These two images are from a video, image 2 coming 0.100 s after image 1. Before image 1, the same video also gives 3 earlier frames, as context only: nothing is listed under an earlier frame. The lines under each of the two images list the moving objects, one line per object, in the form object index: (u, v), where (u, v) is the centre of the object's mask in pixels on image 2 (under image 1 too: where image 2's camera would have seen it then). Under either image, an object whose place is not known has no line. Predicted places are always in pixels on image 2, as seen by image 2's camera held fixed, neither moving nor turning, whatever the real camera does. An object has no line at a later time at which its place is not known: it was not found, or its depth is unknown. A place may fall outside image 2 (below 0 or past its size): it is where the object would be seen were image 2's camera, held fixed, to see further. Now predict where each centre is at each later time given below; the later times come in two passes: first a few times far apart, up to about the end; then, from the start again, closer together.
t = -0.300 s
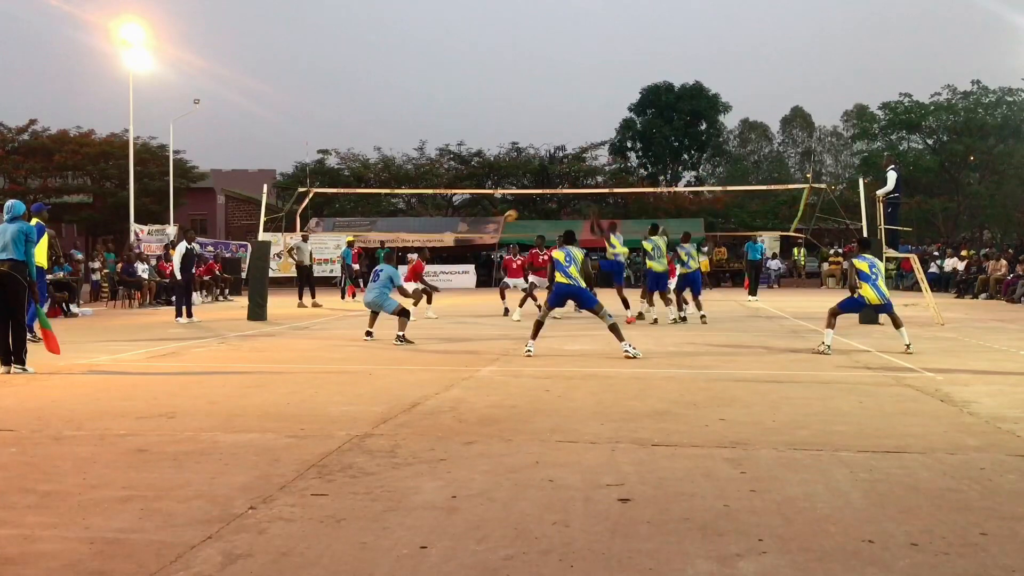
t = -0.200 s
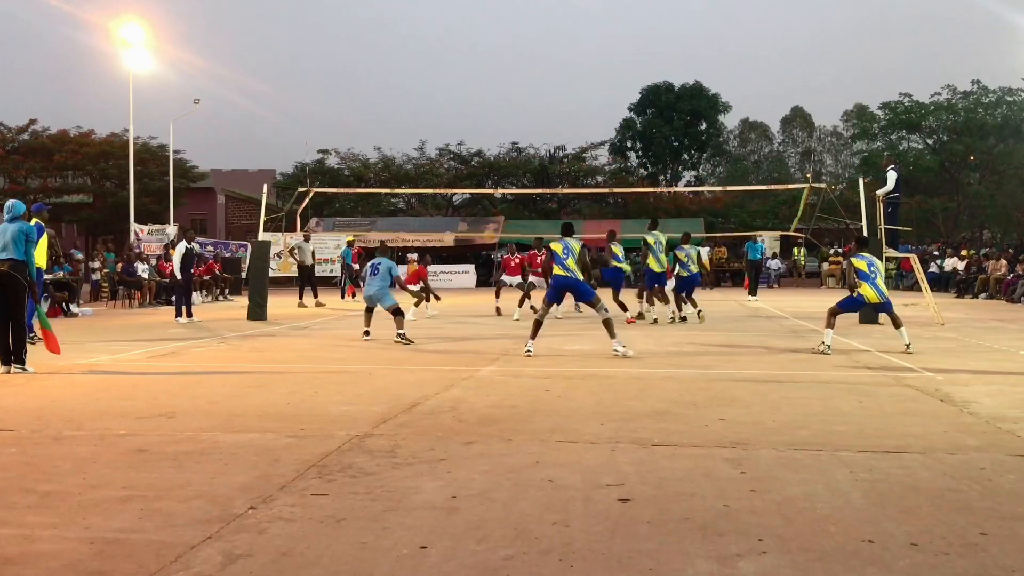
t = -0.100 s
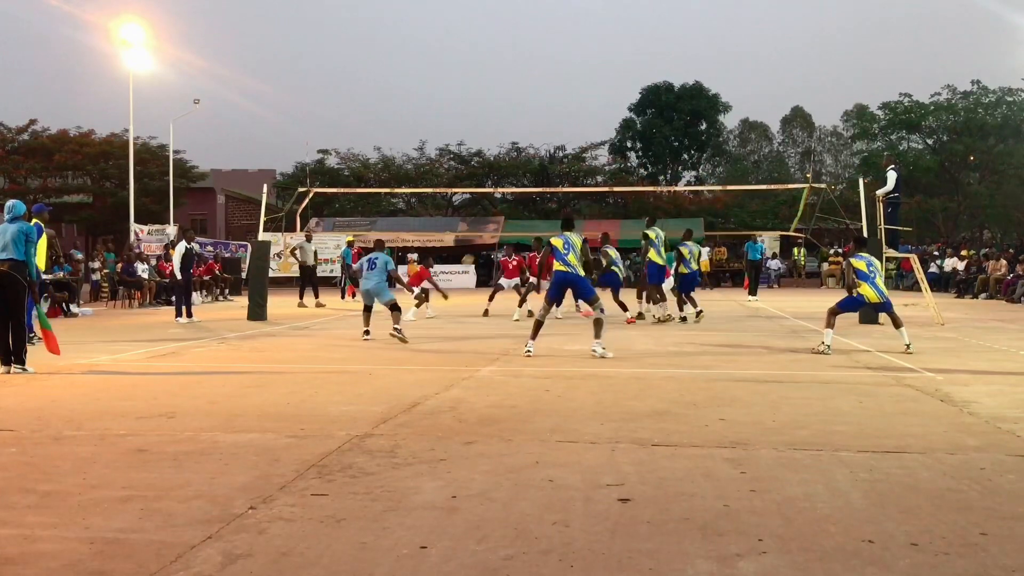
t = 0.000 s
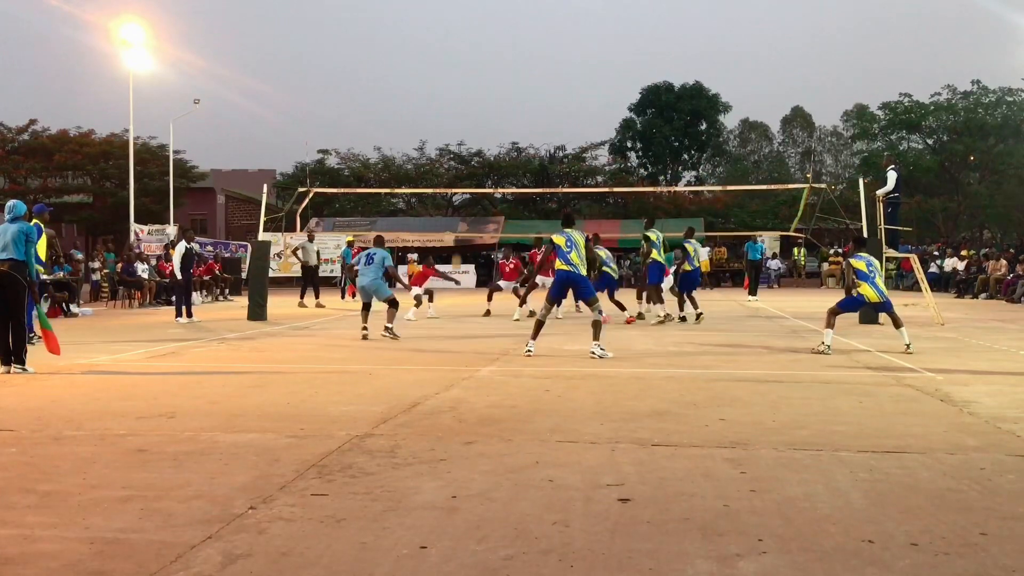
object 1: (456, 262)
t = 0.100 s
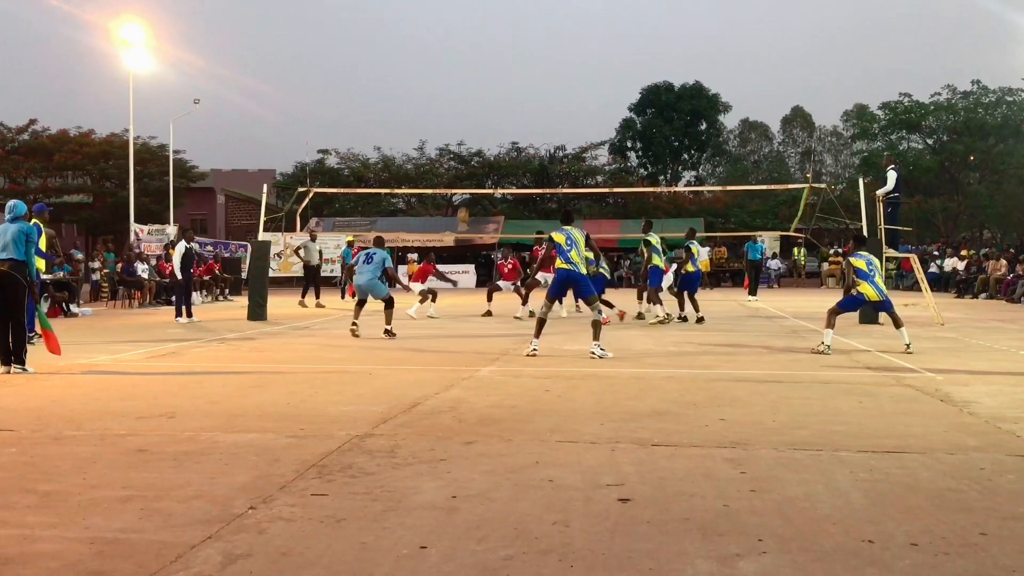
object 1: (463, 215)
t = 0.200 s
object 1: (468, 174)
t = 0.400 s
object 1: (479, 104)
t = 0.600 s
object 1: (490, 56)
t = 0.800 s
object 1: (499, 27)
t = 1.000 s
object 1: (507, 19)
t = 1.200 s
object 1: (516, 31)
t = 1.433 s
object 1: (526, 71)
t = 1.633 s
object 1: (534, 126)
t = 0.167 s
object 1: (466, 184)
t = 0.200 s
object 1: (468, 174)
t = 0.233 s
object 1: (470, 161)
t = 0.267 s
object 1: (473, 149)
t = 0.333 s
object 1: (476, 125)
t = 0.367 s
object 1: (477, 114)
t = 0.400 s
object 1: (479, 104)
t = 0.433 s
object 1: (481, 95)
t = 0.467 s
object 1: (483, 86)
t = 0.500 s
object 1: (484, 78)
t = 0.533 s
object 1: (486, 70)
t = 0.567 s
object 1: (488, 62)
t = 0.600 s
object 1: (490, 56)
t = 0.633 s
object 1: (491, 49)
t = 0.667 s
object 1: (492, 44)
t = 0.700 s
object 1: (494, 39)
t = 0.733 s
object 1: (496, 34)
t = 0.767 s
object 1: (497, 31)
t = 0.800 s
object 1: (499, 27)
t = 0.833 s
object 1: (500, 24)
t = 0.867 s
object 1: (502, 22)
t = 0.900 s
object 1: (503, 21)
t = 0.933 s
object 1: (504, 19)
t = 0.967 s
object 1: (506, 19)
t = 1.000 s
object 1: (507, 19)
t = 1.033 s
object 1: (509, 20)
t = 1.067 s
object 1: (510, 20)
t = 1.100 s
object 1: (512, 22)
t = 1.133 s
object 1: (513, 25)
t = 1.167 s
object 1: (515, 28)
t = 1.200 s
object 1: (516, 31)
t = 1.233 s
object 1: (517, 36)
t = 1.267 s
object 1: (519, 40)
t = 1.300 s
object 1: (521, 45)
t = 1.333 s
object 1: (522, 51)
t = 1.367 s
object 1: (523, 57)
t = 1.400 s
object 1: (524, 64)
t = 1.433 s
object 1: (526, 71)
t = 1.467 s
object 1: (528, 79)
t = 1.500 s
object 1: (529, 88)
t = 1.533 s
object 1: (530, 97)
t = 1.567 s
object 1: (532, 106)
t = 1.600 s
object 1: (533, 116)
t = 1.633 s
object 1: (534, 126)
